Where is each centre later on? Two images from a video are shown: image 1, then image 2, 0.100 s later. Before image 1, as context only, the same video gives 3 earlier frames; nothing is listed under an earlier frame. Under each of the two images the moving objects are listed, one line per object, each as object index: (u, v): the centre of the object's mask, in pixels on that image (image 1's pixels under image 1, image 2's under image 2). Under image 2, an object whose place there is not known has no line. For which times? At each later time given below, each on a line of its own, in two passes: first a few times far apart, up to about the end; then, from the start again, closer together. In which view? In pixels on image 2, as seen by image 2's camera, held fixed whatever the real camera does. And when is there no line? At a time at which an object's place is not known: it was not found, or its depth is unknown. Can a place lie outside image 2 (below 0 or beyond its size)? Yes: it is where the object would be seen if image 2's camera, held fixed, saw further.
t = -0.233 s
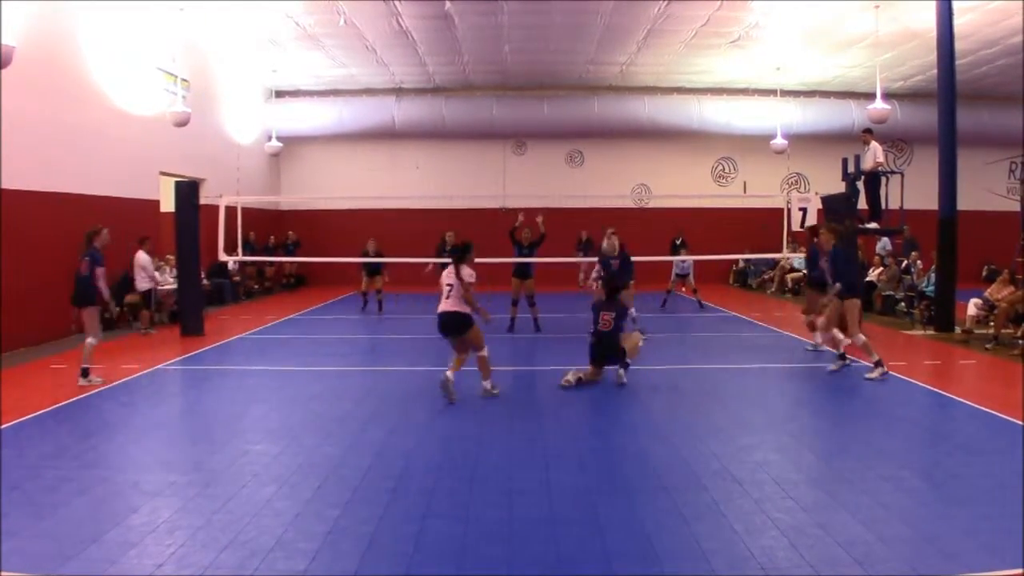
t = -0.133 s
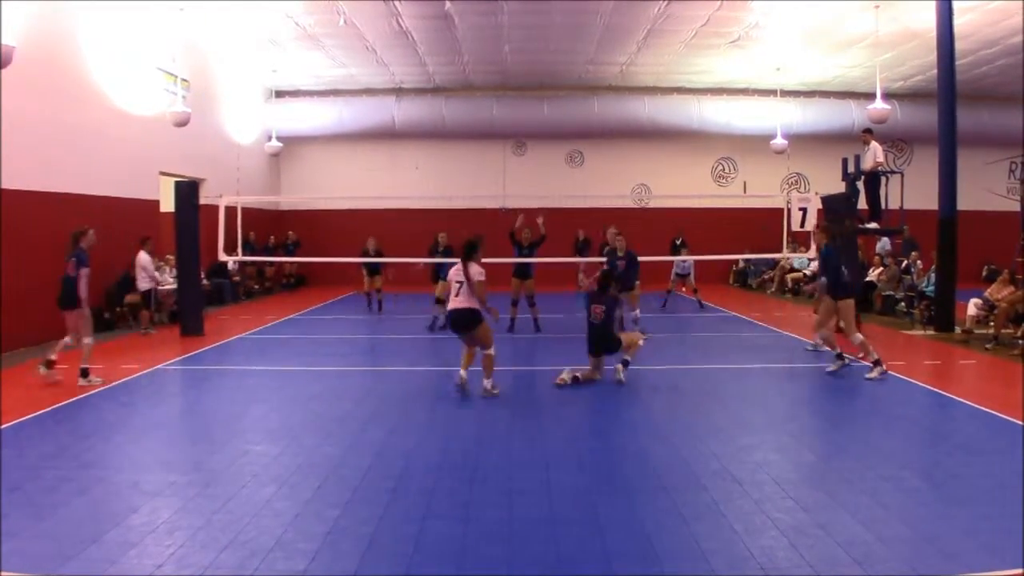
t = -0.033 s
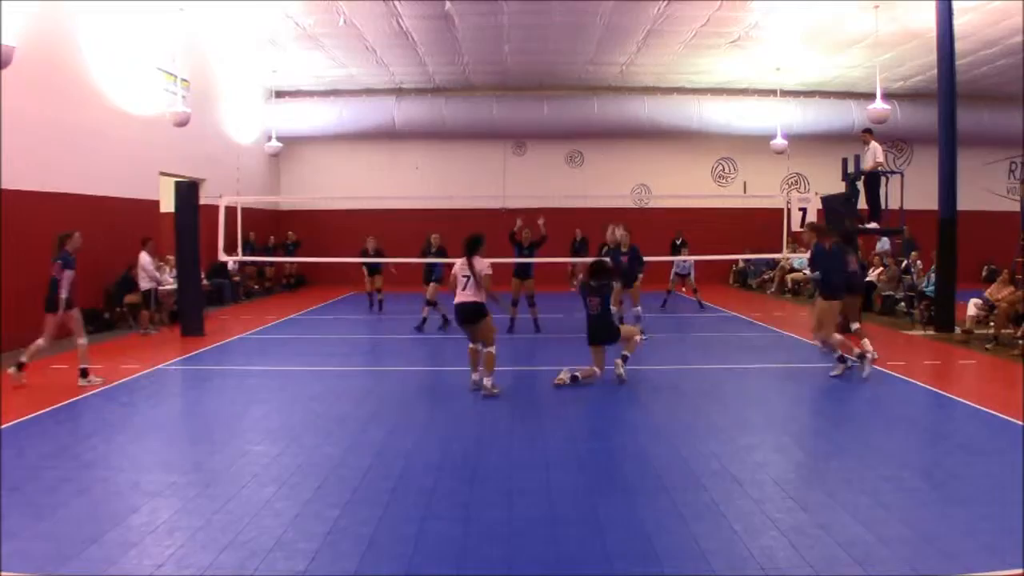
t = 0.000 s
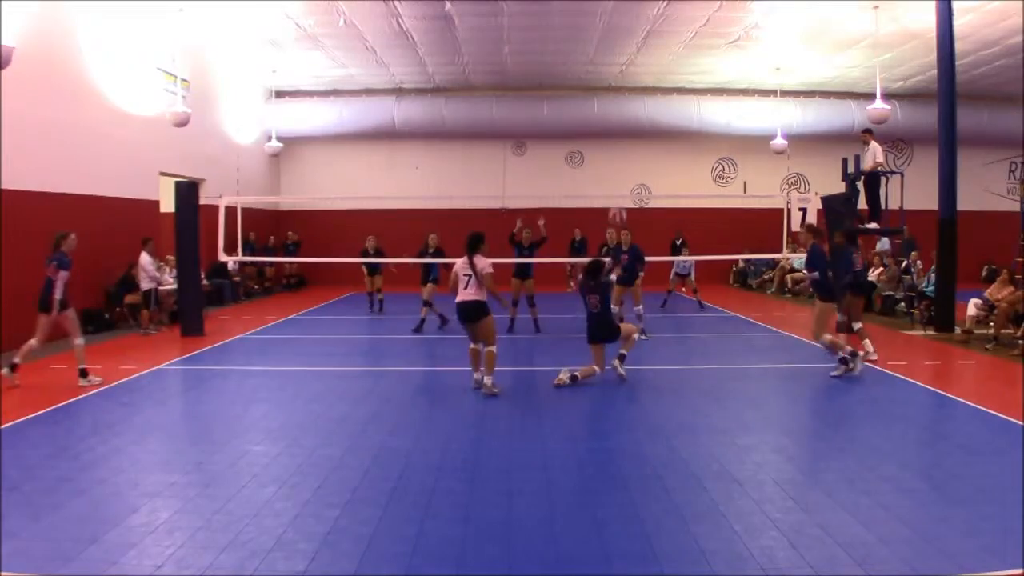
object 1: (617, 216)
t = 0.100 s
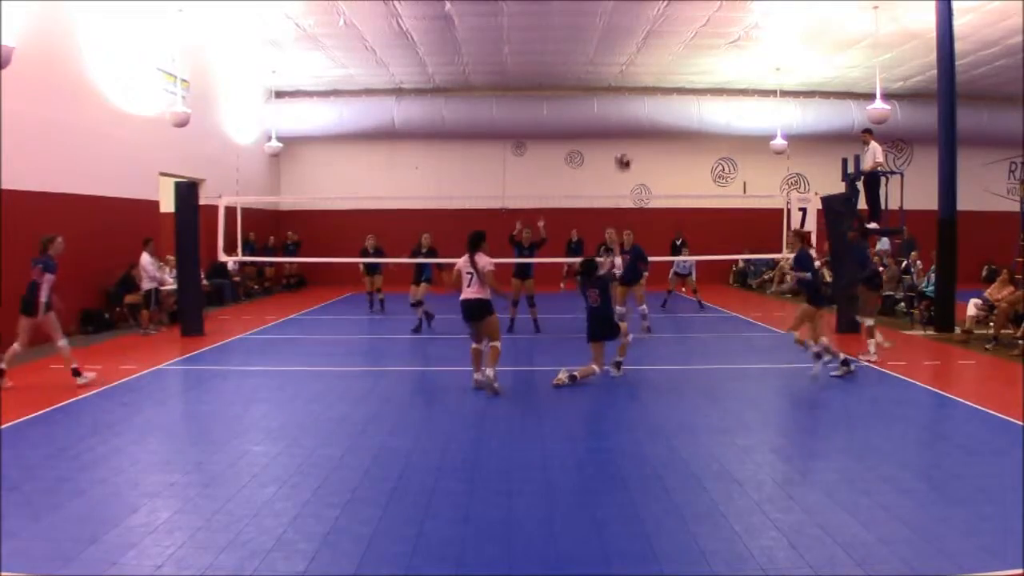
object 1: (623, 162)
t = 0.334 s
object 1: (636, 73)
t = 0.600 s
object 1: (650, 33)
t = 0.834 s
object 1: (663, 44)
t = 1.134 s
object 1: (679, 117)
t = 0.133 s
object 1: (624, 146)
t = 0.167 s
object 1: (624, 130)
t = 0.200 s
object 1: (628, 119)
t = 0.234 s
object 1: (631, 107)
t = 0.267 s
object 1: (633, 94)
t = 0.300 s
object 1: (634, 83)
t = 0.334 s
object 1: (636, 73)
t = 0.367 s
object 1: (638, 66)
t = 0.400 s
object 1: (640, 58)
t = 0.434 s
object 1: (642, 52)
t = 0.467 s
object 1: (644, 46)
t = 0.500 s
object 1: (645, 42)
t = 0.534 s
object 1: (647, 38)
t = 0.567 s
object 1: (649, 36)
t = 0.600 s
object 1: (650, 33)
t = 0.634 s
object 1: (652, 33)
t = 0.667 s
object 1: (654, 33)
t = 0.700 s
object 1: (656, 33)
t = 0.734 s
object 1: (658, 35)
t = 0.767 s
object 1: (660, 37)
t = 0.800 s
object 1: (662, 40)
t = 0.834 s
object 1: (663, 44)
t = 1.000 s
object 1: (672, 76)
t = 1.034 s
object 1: (674, 86)
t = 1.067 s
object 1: (676, 94)
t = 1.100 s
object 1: (677, 104)
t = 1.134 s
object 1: (679, 117)
